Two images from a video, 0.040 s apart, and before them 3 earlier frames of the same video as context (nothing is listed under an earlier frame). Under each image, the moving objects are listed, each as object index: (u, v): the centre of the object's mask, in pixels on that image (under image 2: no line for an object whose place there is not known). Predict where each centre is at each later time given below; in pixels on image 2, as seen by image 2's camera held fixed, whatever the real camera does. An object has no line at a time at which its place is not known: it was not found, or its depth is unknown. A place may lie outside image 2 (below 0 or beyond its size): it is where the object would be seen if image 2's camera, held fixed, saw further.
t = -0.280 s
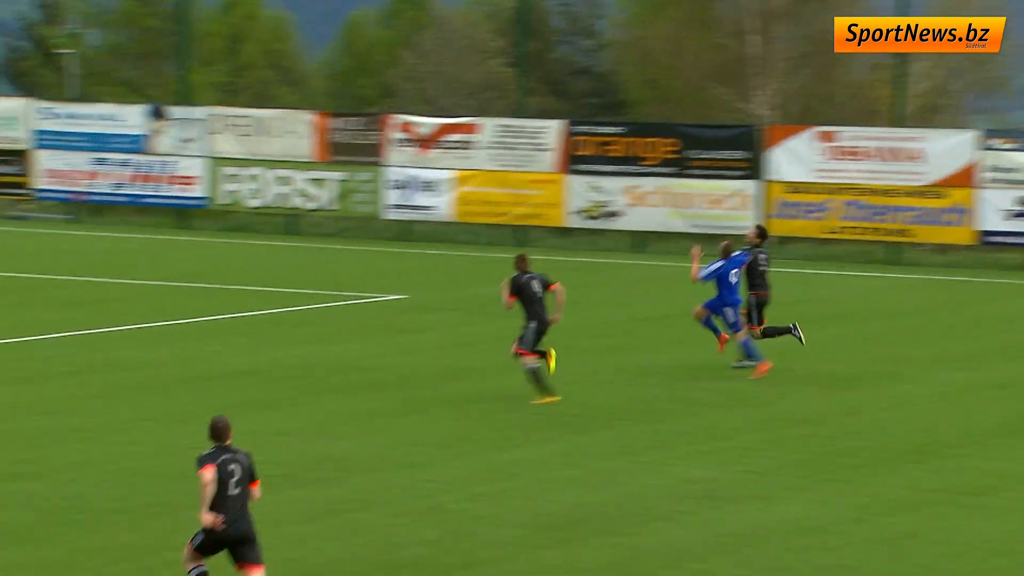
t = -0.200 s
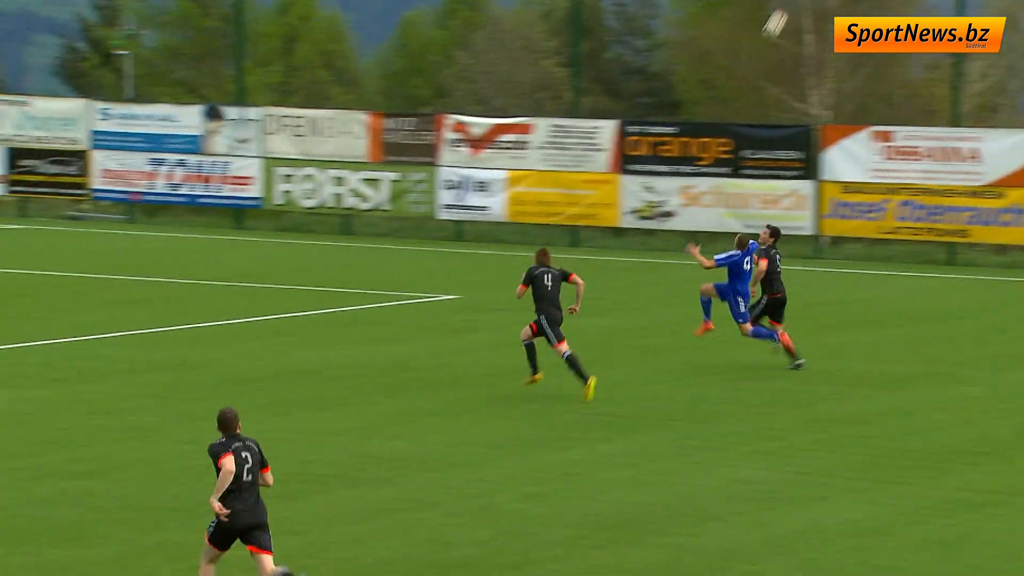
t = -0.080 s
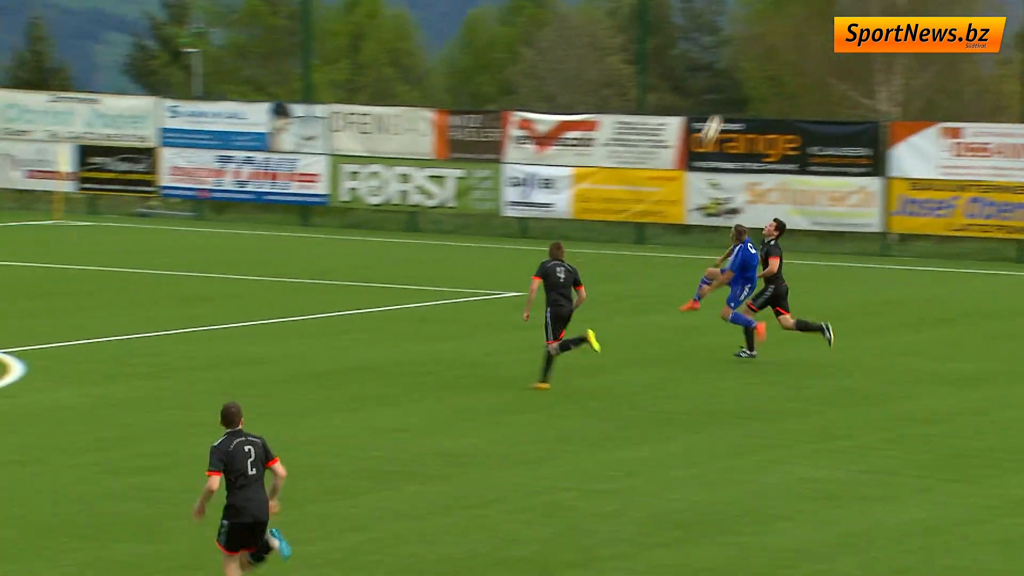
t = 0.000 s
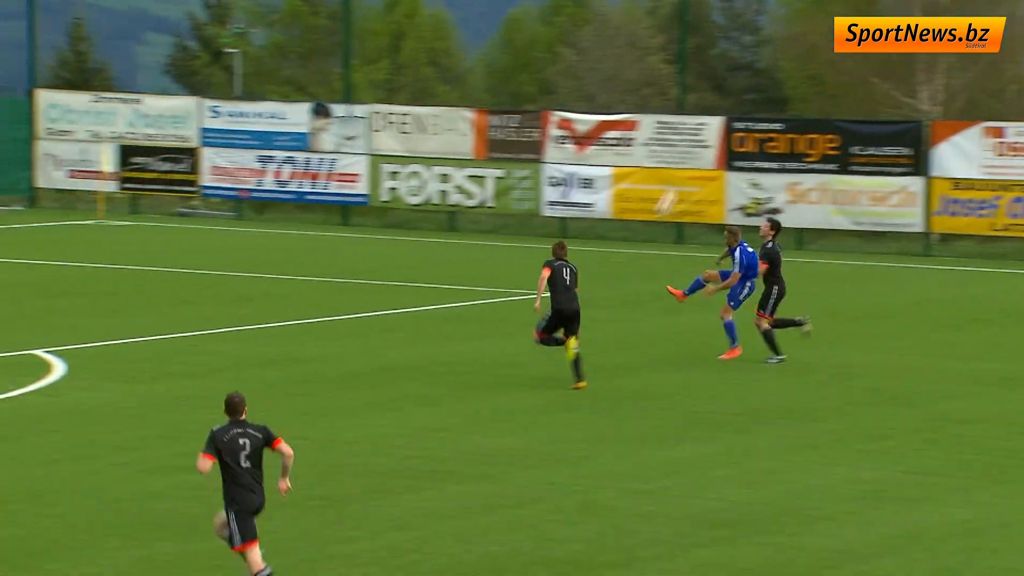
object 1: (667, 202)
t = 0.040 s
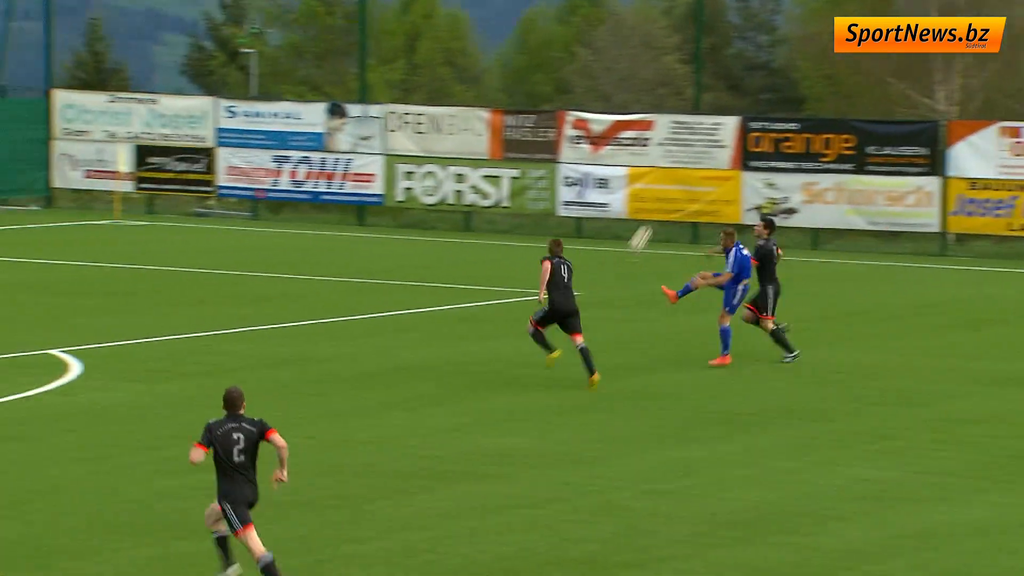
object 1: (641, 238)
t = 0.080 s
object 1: (598, 276)
